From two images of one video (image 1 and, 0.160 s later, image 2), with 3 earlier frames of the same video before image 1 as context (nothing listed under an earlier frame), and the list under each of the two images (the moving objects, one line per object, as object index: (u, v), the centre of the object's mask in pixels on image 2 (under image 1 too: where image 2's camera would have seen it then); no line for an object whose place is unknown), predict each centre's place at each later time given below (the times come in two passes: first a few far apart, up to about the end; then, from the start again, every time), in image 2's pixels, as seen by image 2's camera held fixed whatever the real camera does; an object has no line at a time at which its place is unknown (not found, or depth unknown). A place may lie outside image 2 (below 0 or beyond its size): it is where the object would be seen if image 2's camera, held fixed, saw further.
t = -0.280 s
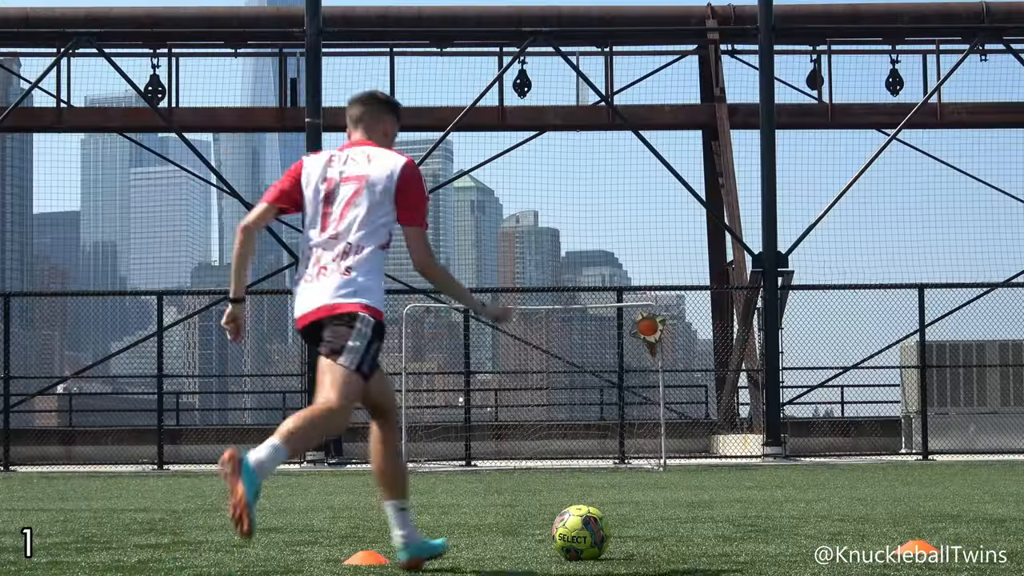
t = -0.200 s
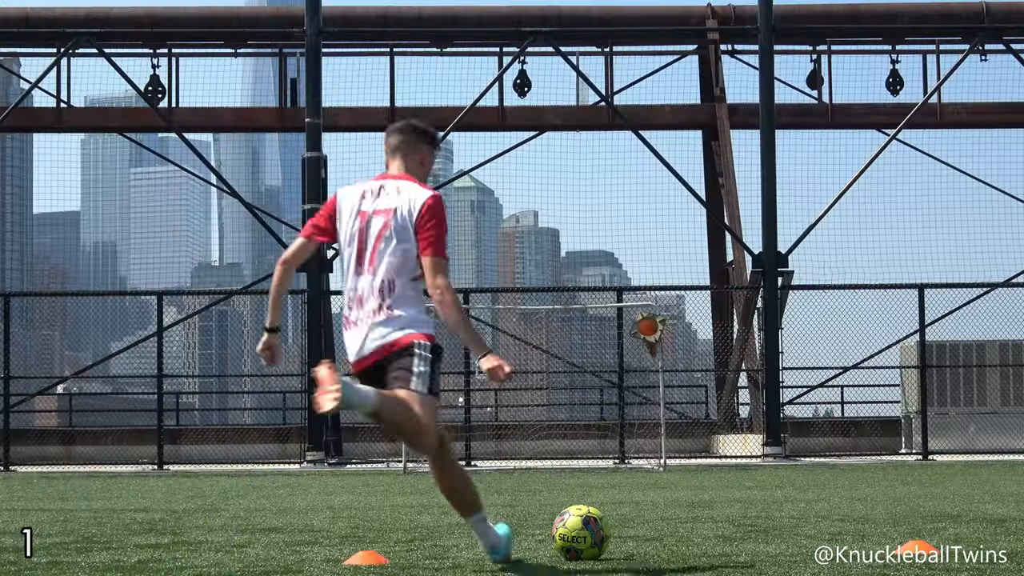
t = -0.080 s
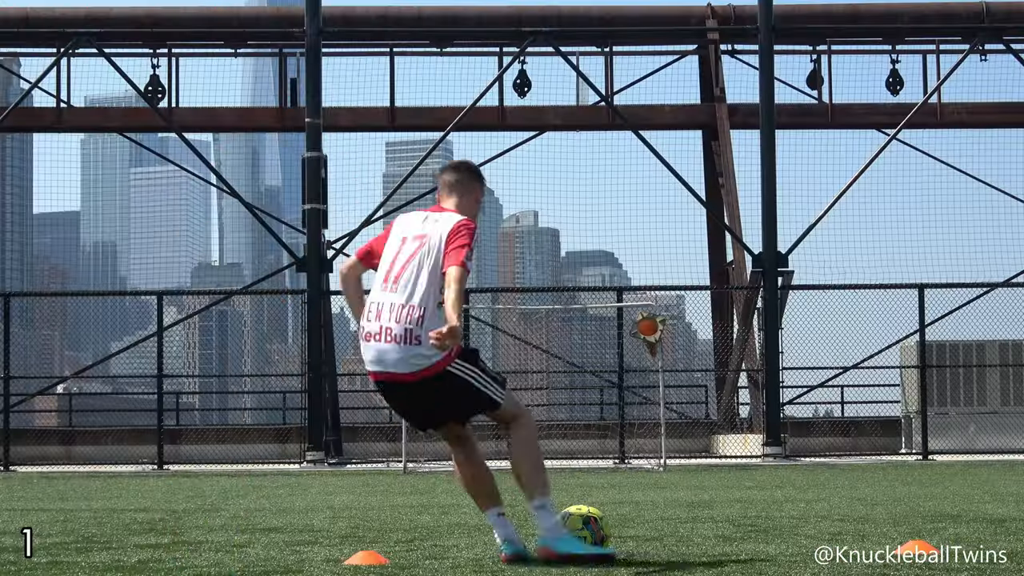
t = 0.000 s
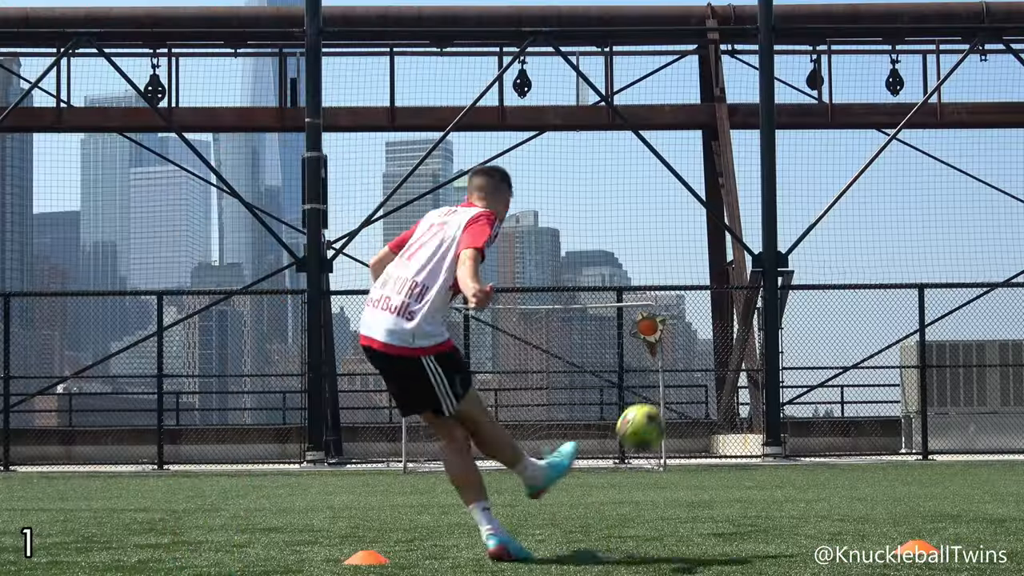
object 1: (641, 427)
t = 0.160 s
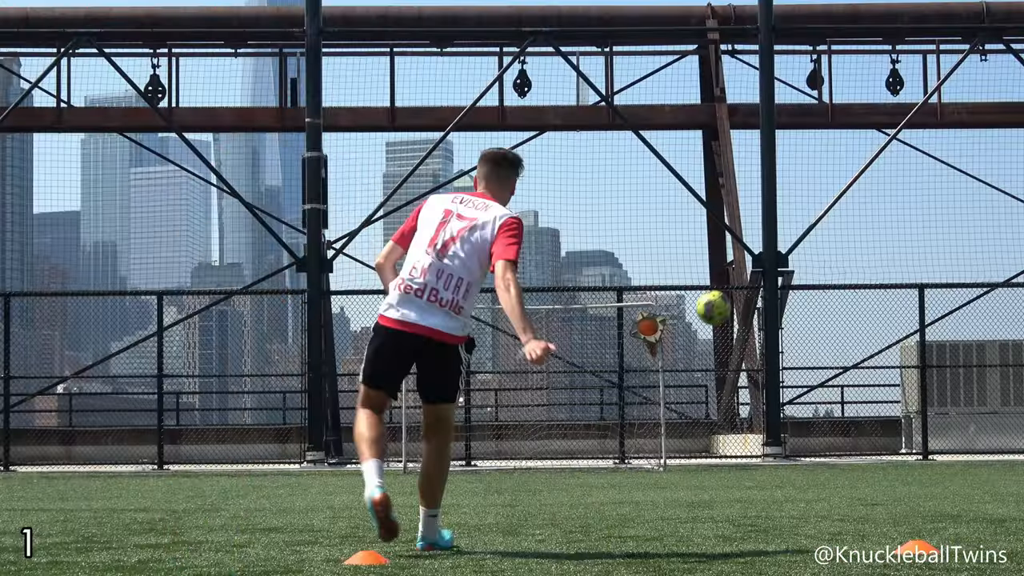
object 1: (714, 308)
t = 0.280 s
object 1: (741, 272)
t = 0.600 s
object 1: (789, 282)
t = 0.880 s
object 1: (805, 344)
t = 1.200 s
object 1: (858, 384)
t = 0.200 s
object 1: (724, 292)
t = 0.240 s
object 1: (732, 280)
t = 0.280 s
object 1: (741, 272)
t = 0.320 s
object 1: (749, 266)
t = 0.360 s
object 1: (757, 262)
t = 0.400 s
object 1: (763, 261)
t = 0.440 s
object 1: (769, 262)
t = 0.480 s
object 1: (776, 265)
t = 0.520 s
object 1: (781, 269)
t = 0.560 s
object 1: (785, 275)
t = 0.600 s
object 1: (789, 282)
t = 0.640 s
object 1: (792, 289)
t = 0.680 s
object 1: (795, 297)
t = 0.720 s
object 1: (798, 305)
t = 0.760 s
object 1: (800, 314)
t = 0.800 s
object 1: (802, 324)
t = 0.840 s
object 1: (803, 334)
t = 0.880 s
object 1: (805, 344)
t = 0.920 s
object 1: (807, 353)
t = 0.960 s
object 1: (814, 354)
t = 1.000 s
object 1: (821, 356)
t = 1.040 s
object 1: (829, 359)
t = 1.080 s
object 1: (836, 364)
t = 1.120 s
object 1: (843, 369)
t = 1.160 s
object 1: (850, 375)
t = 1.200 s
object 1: (858, 384)
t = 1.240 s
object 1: (865, 393)
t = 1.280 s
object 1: (873, 403)
